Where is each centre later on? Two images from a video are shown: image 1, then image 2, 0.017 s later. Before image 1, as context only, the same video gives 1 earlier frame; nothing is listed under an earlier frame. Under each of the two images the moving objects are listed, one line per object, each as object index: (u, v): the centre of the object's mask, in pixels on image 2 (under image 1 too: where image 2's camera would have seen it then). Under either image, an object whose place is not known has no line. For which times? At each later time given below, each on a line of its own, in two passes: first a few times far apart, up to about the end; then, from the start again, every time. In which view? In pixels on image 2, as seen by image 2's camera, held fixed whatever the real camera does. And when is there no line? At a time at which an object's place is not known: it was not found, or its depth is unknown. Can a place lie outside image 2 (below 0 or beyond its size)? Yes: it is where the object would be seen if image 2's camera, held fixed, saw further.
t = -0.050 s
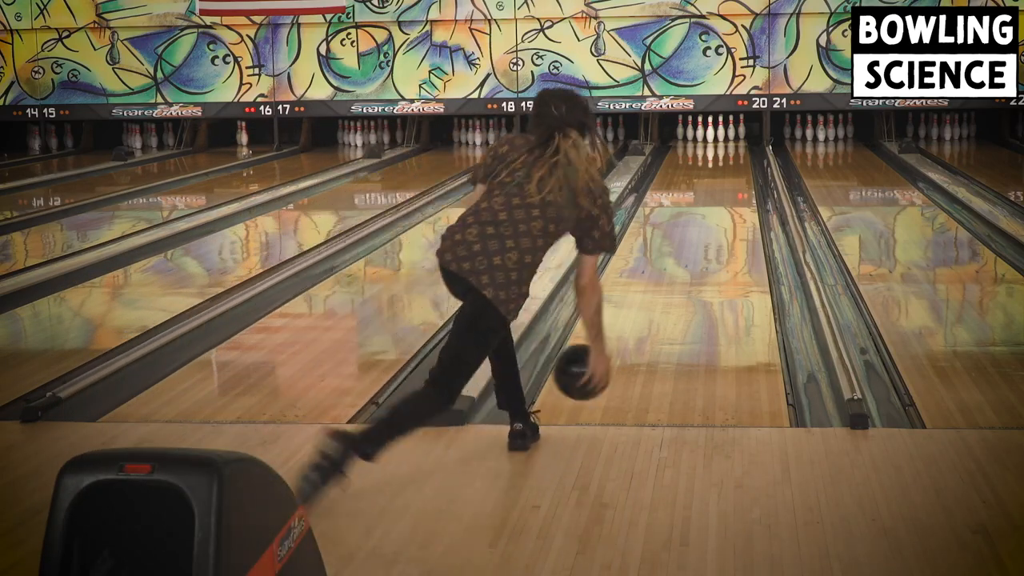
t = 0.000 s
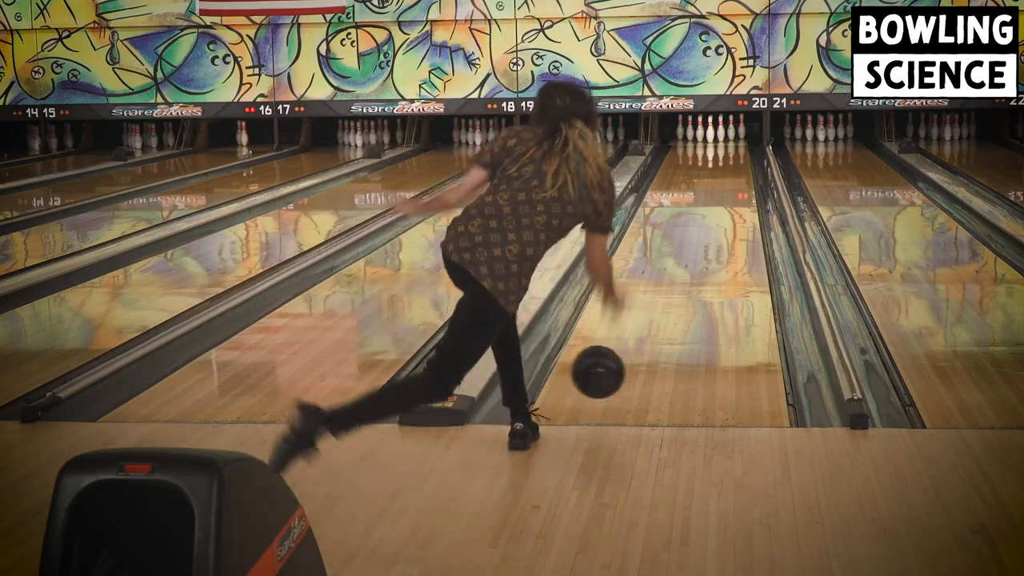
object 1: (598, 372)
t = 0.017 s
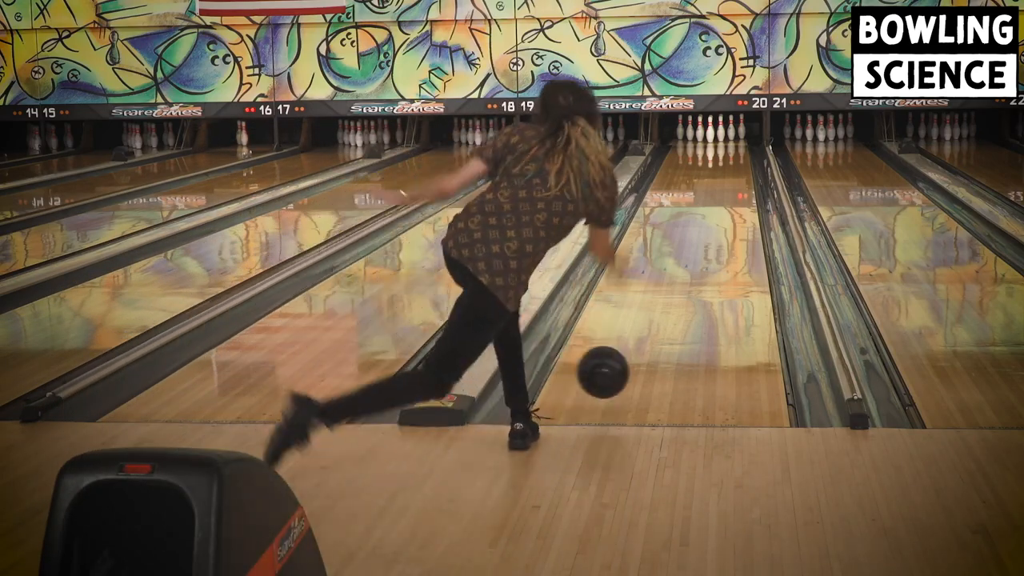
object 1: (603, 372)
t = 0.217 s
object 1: (647, 327)
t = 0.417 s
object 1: (677, 284)
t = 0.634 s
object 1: (699, 250)
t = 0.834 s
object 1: (713, 227)
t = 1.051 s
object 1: (722, 206)
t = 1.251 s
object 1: (728, 191)
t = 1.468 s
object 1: (731, 178)
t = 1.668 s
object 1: (732, 167)
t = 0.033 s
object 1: (608, 373)
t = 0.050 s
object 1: (612, 374)
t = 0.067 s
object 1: (616, 371)
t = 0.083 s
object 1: (620, 364)
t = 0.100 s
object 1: (624, 357)
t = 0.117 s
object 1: (628, 351)
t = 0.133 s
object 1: (631, 346)
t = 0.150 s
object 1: (635, 342)
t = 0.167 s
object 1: (638, 338)
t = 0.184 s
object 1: (641, 335)
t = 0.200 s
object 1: (644, 331)
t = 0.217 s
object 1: (647, 327)
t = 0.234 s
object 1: (650, 323)
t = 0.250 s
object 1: (653, 319)
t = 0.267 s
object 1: (656, 315)
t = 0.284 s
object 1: (658, 312)
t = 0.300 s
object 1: (661, 308)
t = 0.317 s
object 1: (663, 304)
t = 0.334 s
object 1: (666, 300)
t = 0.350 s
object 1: (668, 297)
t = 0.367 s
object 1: (670, 294)
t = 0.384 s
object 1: (673, 290)
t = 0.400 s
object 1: (675, 287)
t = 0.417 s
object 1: (677, 284)
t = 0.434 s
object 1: (679, 281)
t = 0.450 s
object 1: (681, 278)
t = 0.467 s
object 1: (683, 275)
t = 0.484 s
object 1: (684, 272)
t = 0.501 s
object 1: (686, 270)
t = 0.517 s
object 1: (688, 267)
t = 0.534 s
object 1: (690, 264)
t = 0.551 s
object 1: (691, 262)
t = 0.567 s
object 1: (693, 259)
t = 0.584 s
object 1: (694, 257)
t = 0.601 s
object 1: (696, 255)
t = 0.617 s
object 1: (697, 252)
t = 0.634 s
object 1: (699, 250)
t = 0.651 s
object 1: (700, 248)
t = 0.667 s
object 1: (702, 246)
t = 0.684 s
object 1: (703, 244)
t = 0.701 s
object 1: (704, 242)
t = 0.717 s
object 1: (705, 240)
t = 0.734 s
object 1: (706, 238)
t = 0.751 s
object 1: (708, 236)
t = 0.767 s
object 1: (709, 234)
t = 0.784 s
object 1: (710, 232)
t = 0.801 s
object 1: (711, 230)
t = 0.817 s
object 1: (712, 229)
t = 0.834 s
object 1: (713, 227)
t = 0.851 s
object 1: (713, 225)
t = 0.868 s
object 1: (714, 223)
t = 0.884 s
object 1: (715, 222)
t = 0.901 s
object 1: (716, 220)
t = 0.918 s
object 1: (717, 218)
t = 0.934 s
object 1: (718, 217)
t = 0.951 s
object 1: (718, 215)
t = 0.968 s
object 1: (719, 213)
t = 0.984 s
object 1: (720, 212)
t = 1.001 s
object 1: (720, 210)
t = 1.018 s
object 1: (721, 209)
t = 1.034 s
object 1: (722, 207)
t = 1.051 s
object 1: (722, 206)
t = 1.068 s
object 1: (723, 204)
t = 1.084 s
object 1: (724, 203)
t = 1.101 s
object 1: (724, 202)
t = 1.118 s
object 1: (725, 201)
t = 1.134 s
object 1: (725, 199)
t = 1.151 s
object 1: (726, 198)
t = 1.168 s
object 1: (726, 197)
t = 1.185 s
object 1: (727, 195)
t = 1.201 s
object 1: (727, 194)
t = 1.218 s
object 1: (728, 193)
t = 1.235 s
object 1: (728, 192)
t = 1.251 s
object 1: (728, 191)
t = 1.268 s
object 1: (729, 190)
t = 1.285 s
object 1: (729, 189)
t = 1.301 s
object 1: (729, 188)
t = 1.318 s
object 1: (730, 187)
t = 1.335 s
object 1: (730, 186)
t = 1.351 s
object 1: (730, 184)
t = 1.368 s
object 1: (730, 183)
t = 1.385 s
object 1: (731, 182)
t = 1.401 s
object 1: (731, 181)
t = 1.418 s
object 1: (731, 180)
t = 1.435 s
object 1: (731, 179)
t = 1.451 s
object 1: (731, 179)
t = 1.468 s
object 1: (731, 178)
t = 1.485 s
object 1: (732, 177)
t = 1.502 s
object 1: (732, 176)
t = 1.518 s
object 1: (732, 175)
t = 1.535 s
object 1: (732, 174)
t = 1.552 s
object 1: (732, 173)
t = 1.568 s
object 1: (732, 172)
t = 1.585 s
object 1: (732, 171)
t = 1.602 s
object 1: (732, 170)
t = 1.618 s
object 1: (732, 170)
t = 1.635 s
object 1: (732, 169)
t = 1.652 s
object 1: (732, 168)
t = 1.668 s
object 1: (732, 167)
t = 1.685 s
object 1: (732, 166)
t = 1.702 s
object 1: (732, 166)
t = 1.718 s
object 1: (732, 165)
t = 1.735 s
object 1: (732, 164)
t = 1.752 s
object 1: (732, 163)
